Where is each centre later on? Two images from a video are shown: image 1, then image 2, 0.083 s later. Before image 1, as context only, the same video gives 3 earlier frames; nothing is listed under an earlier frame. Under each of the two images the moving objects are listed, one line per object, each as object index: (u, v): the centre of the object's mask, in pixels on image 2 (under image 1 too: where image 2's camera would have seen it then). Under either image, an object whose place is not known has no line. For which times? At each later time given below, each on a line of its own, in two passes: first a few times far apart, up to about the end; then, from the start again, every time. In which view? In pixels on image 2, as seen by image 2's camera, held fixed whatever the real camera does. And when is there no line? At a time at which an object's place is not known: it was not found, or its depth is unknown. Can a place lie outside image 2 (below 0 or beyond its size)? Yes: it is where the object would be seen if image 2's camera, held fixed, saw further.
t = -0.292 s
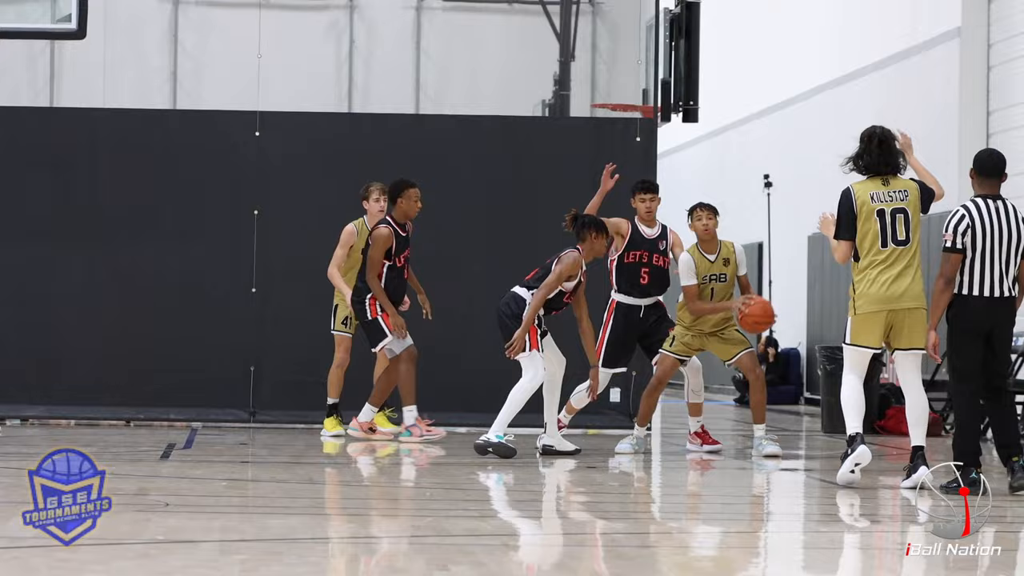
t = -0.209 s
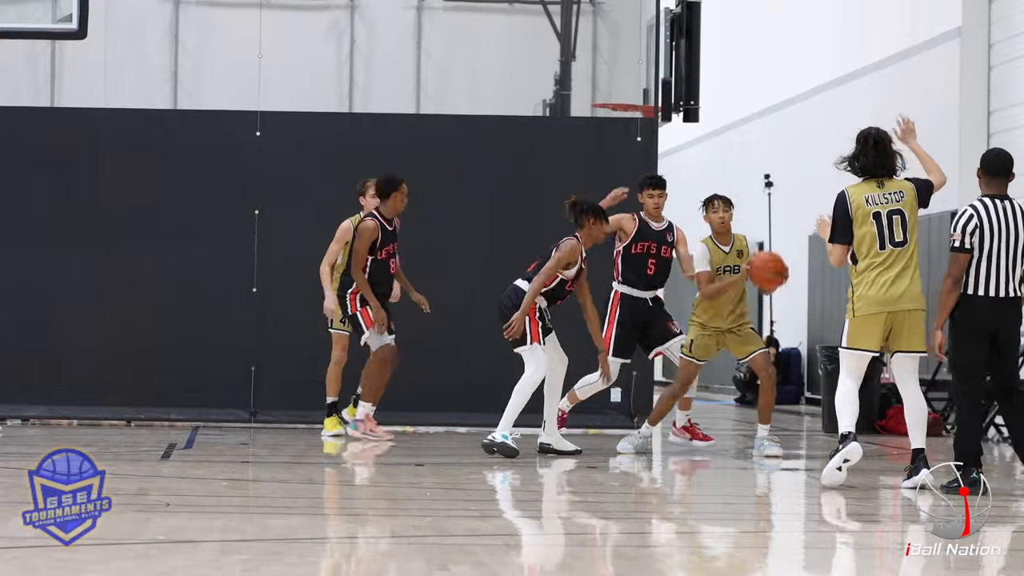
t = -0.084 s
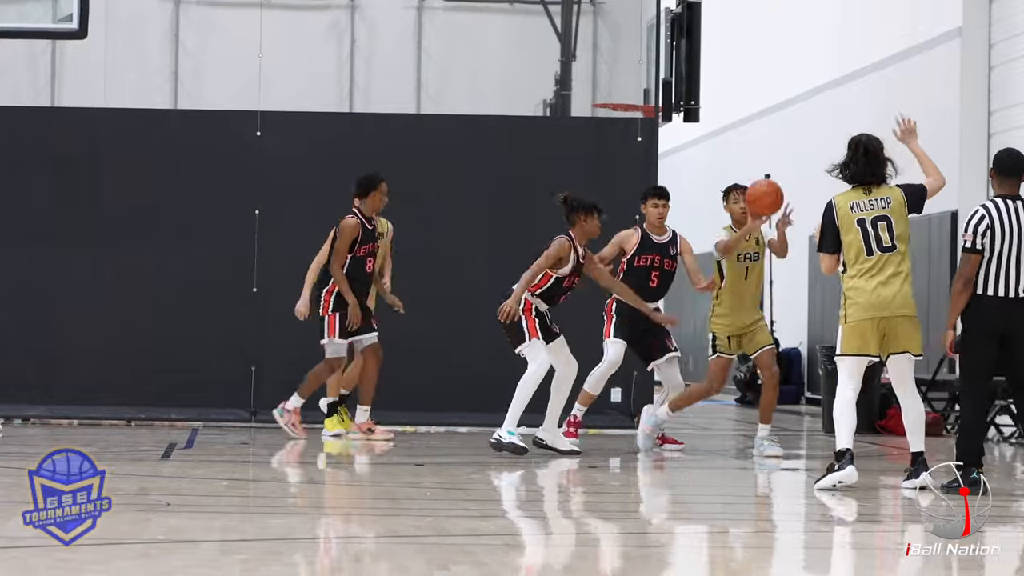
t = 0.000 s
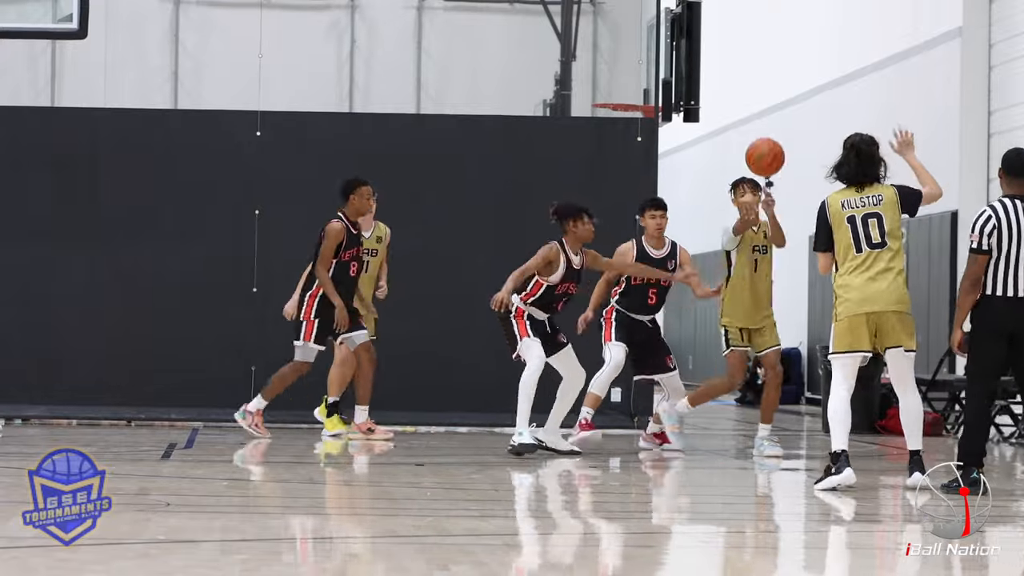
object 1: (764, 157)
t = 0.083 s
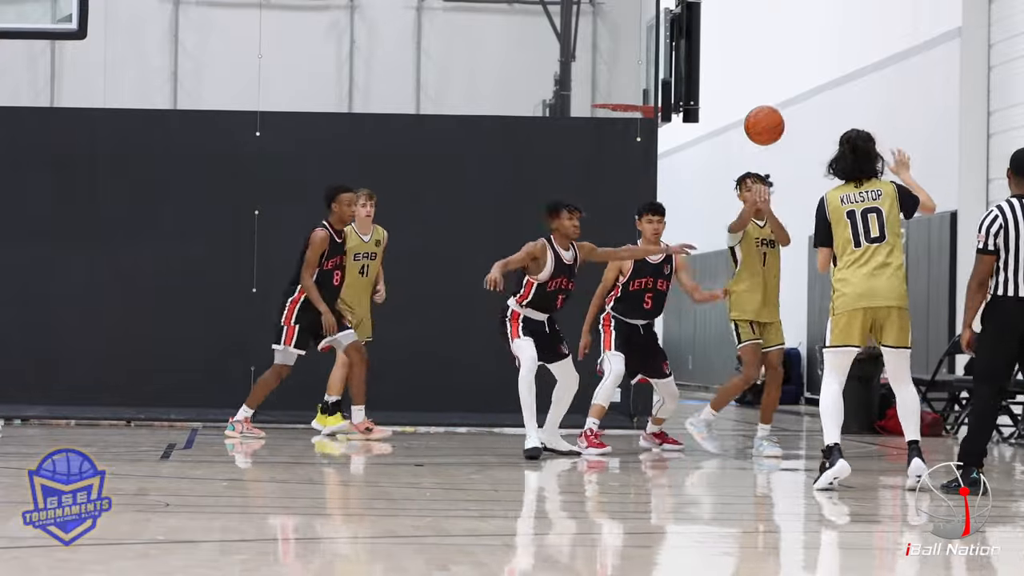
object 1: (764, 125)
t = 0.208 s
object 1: (763, 94)
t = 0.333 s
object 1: (761, 85)
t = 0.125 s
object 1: (764, 112)
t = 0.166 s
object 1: (763, 102)
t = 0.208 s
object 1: (763, 94)
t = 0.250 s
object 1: (762, 88)
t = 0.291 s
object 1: (762, 86)
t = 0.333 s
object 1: (761, 85)
